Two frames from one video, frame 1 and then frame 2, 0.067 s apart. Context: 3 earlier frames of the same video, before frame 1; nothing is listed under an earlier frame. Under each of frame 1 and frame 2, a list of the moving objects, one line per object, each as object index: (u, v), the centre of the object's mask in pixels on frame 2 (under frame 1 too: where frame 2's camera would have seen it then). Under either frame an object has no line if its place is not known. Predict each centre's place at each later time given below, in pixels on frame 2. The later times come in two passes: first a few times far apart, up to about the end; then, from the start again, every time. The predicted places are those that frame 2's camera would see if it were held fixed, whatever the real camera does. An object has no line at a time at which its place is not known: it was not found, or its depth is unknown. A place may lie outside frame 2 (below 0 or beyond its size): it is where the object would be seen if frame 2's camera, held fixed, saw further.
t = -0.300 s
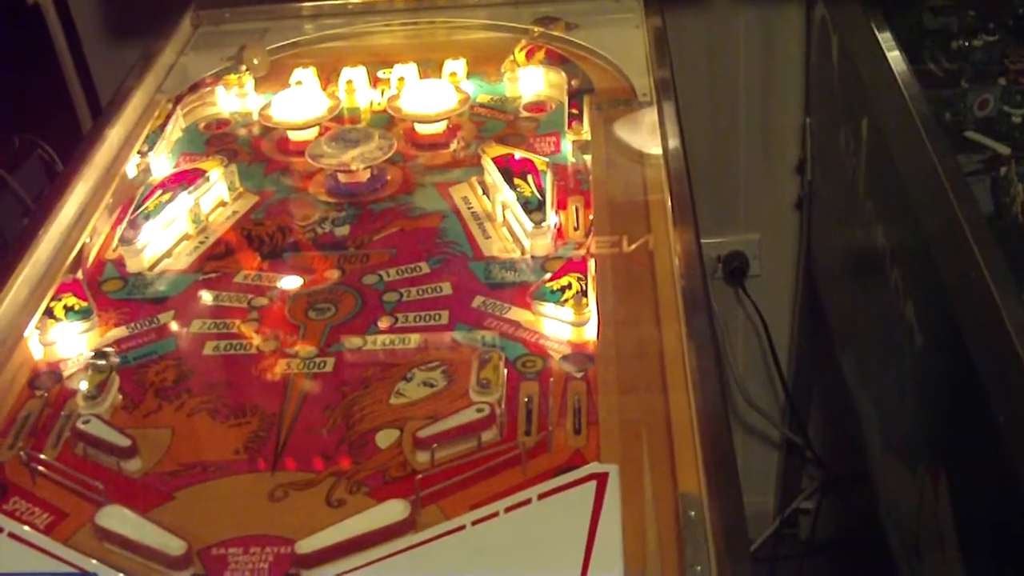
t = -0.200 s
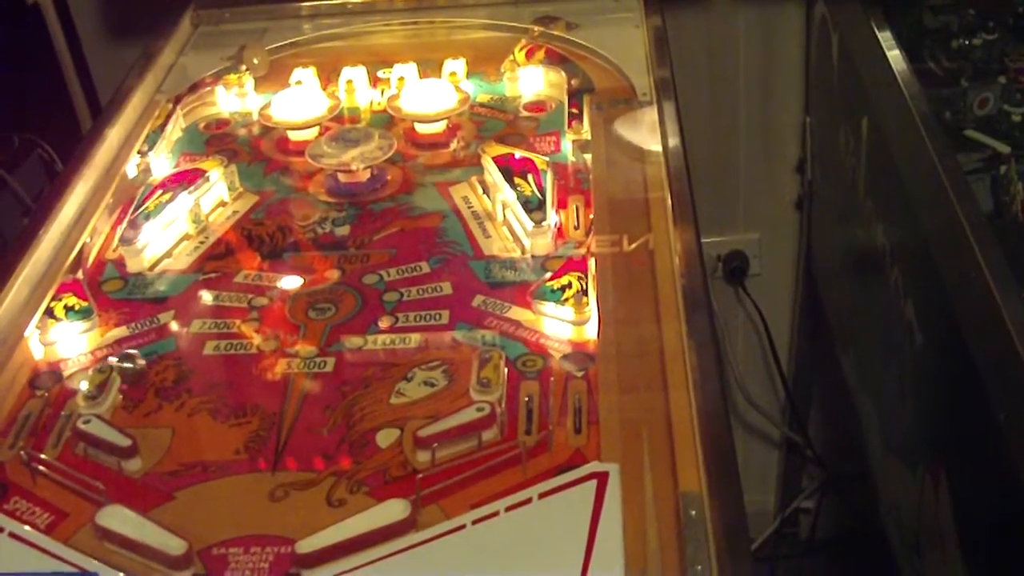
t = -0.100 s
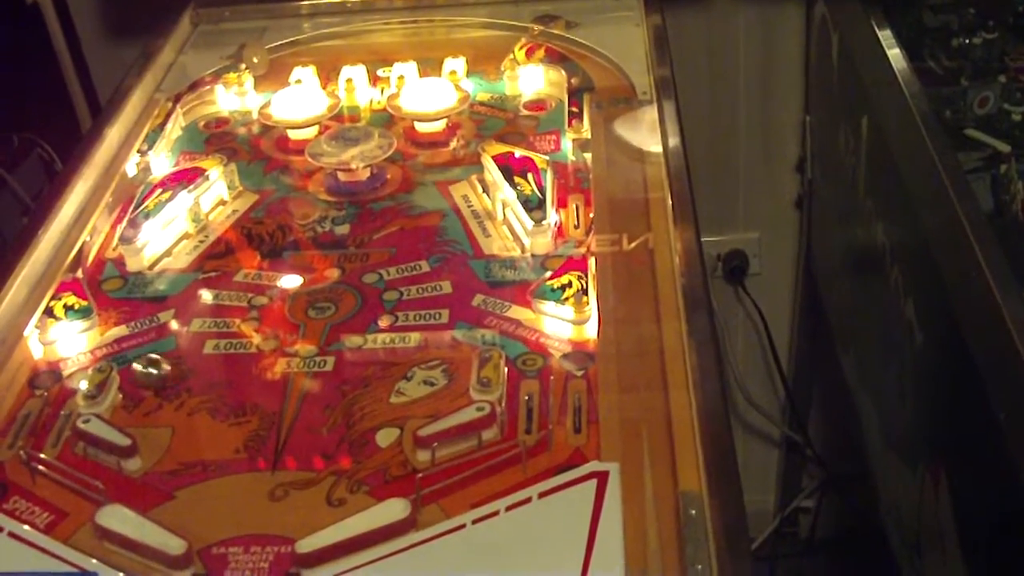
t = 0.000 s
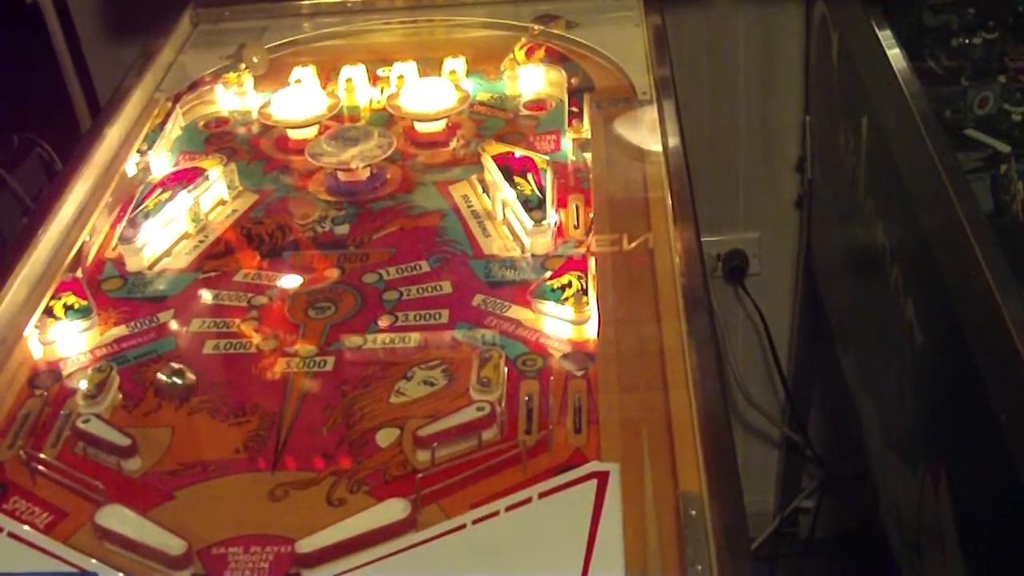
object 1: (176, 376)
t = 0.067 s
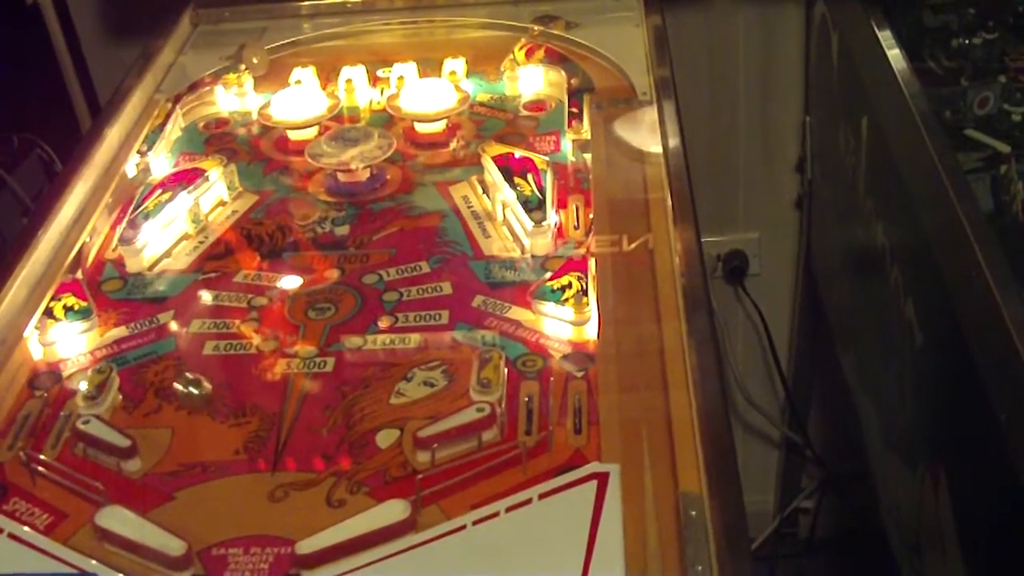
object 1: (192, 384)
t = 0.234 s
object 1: (235, 415)
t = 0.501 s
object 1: (304, 495)
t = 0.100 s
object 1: (201, 390)
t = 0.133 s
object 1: (209, 395)
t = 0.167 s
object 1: (217, 402)
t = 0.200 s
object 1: (226, 407)
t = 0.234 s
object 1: (235, 415)
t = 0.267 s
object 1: (243, 423)
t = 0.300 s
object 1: (251, 431)
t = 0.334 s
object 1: (260, 440)
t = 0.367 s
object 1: (268, 450)
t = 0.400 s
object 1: (278, 459)
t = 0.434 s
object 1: (287, 470)
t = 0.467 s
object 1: (295, 481)
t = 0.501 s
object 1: (304, 495)
